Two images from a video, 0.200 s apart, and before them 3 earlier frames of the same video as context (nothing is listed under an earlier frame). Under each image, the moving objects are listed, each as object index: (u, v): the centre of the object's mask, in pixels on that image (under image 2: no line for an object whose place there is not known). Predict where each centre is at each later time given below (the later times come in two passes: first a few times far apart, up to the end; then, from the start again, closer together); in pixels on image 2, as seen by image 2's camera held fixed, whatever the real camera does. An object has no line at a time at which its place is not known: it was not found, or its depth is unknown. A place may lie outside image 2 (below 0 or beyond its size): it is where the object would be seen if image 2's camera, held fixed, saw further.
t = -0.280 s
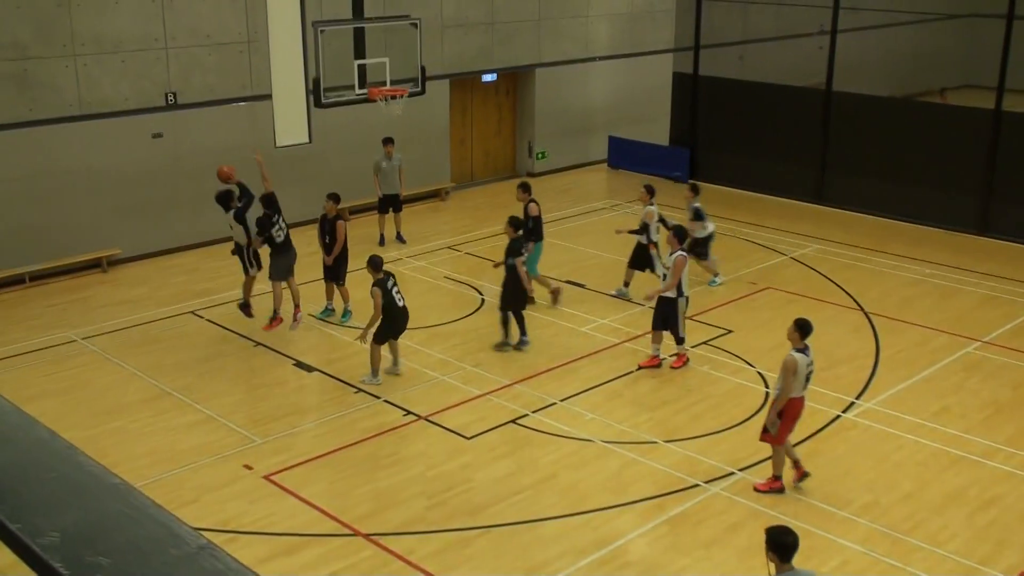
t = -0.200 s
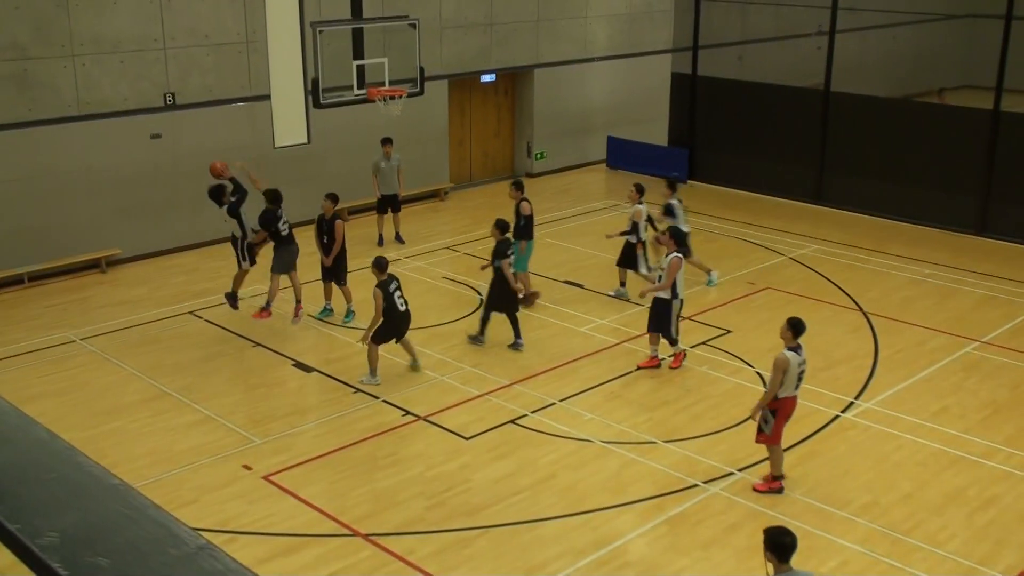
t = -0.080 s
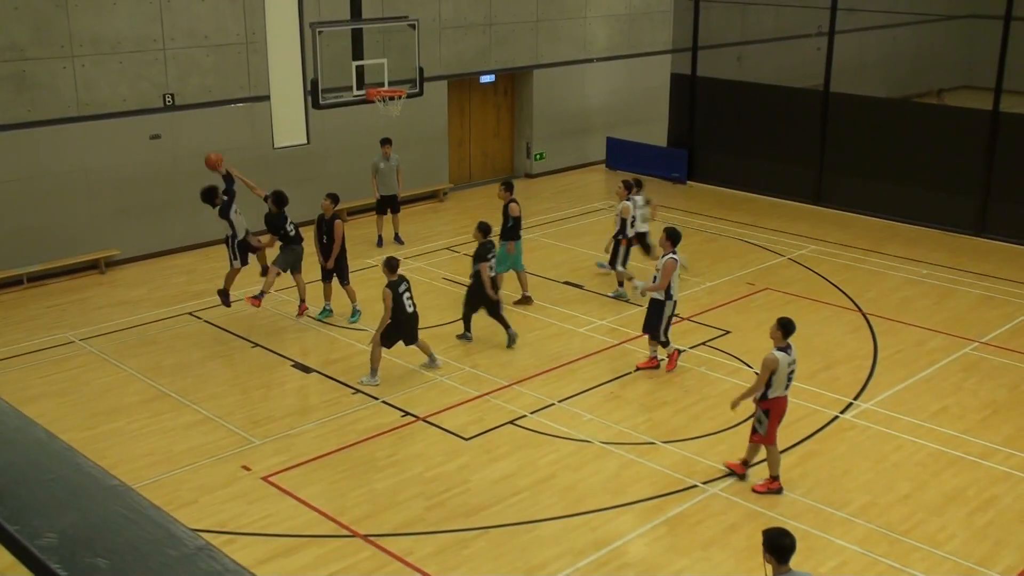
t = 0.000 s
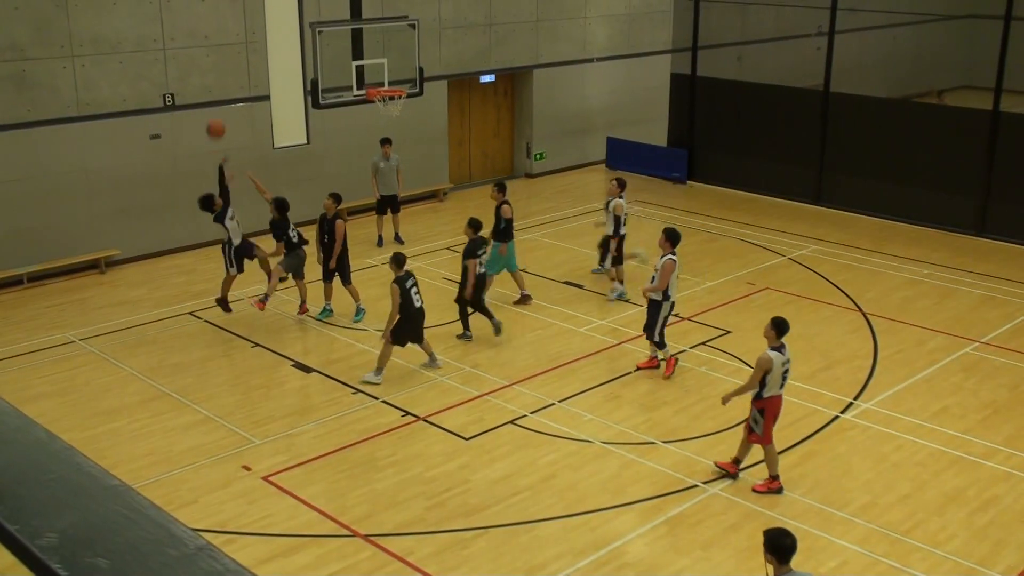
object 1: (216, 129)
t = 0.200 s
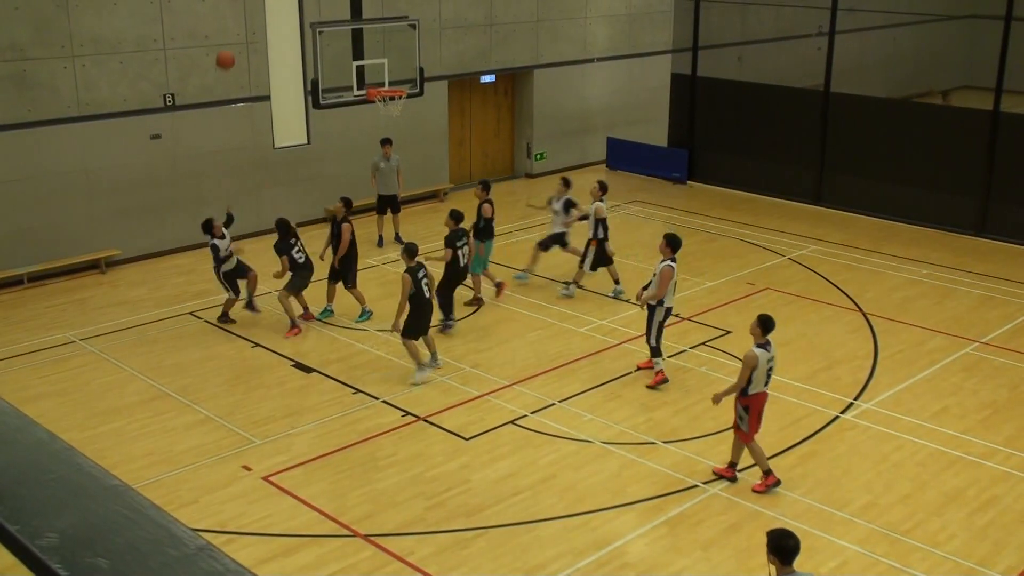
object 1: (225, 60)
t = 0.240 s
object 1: (227, 50)
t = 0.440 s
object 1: (239, 17)
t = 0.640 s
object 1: (252, 15)
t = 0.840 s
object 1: (268, 44)
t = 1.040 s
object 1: (285, 104)
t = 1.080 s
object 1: (288, 120)
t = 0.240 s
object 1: (227, 50)
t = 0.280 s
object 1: (229, 41)
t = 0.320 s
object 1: (231, 33)
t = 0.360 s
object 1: (234, 26)
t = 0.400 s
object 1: (236, 21)
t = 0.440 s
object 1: (239, 17)
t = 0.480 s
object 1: (241, 14)
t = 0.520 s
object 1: (244, 12)
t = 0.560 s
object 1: (247, 12)
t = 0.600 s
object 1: (249, 13)
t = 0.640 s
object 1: (252, 15)
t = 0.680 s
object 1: (255, 18)
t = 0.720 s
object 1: (258, 24)
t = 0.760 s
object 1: (261, 29)
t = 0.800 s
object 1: (264, 36)
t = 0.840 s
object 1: (268, 44)
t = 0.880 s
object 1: (271, 54)
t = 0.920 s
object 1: (274, 65)
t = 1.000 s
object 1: (281, 90)
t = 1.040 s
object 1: (285, 104)
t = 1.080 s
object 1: (288, 120)
